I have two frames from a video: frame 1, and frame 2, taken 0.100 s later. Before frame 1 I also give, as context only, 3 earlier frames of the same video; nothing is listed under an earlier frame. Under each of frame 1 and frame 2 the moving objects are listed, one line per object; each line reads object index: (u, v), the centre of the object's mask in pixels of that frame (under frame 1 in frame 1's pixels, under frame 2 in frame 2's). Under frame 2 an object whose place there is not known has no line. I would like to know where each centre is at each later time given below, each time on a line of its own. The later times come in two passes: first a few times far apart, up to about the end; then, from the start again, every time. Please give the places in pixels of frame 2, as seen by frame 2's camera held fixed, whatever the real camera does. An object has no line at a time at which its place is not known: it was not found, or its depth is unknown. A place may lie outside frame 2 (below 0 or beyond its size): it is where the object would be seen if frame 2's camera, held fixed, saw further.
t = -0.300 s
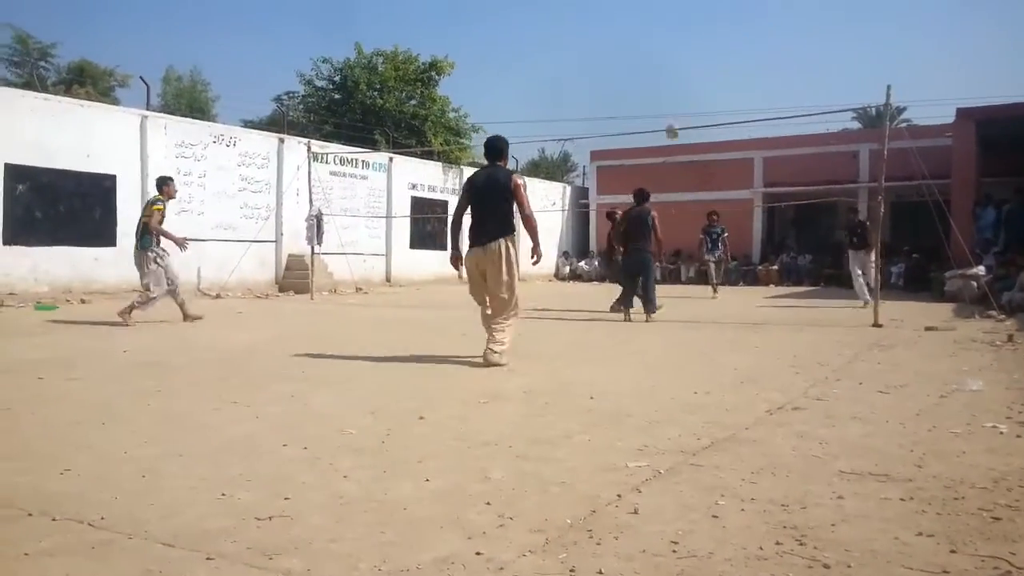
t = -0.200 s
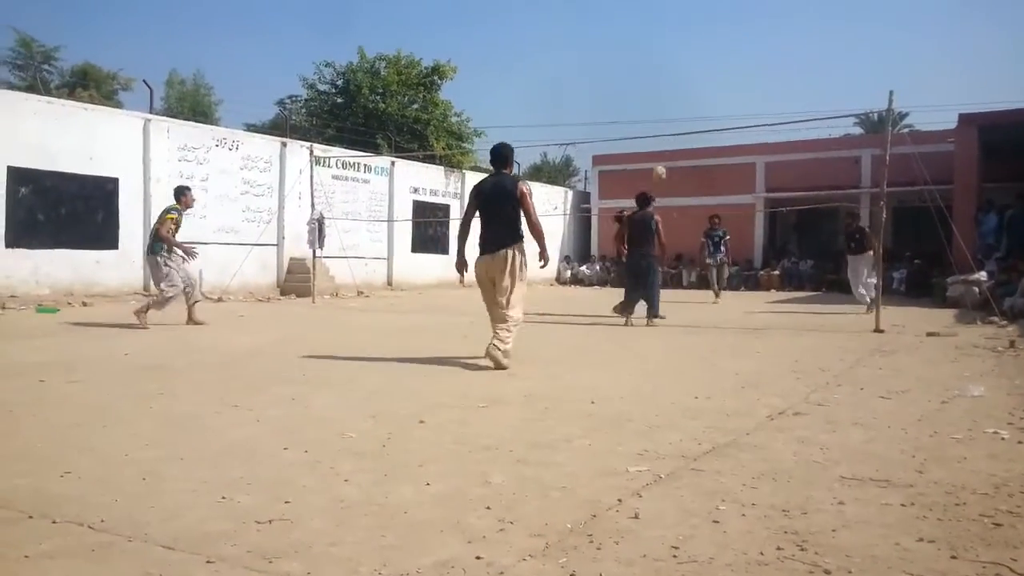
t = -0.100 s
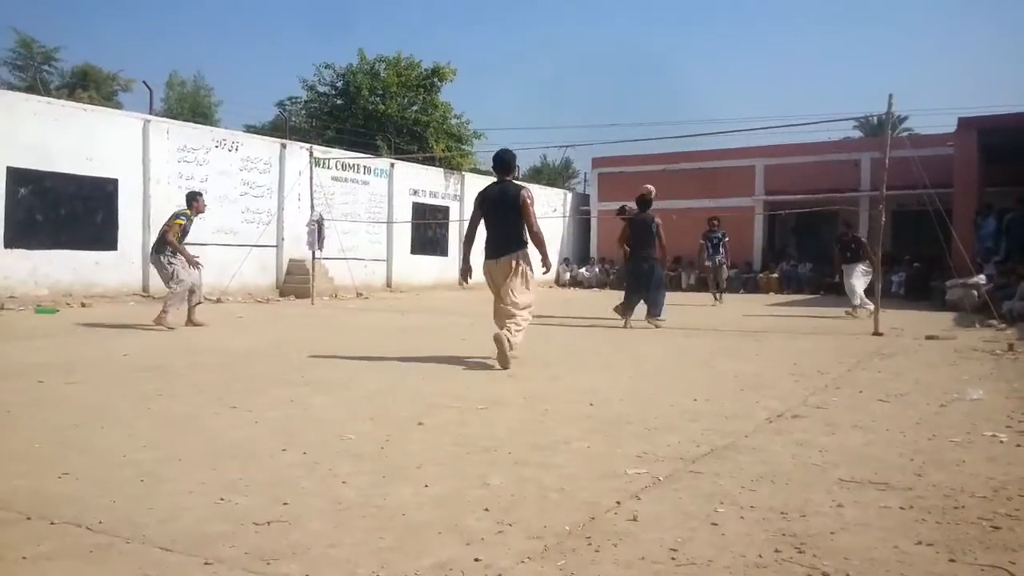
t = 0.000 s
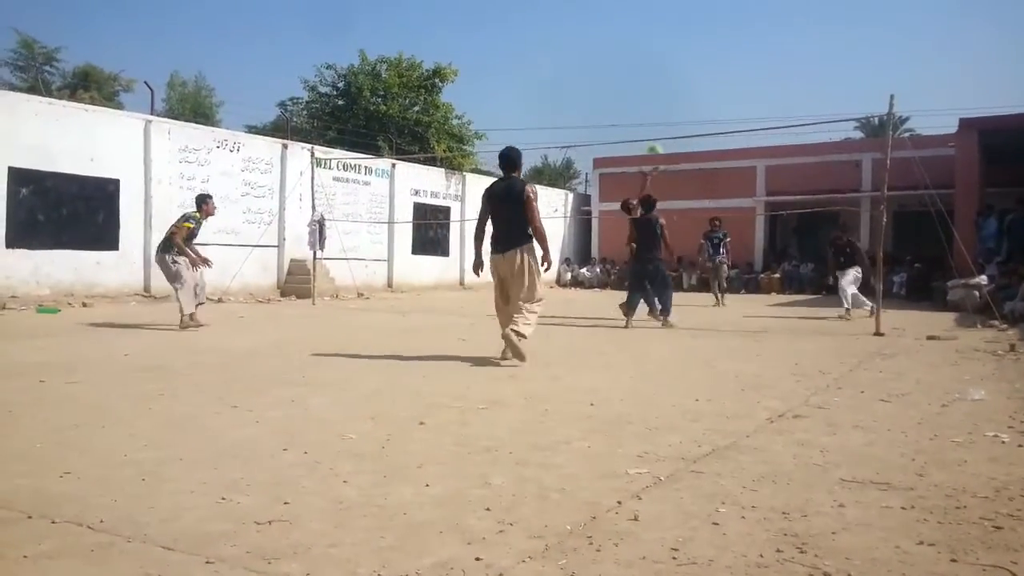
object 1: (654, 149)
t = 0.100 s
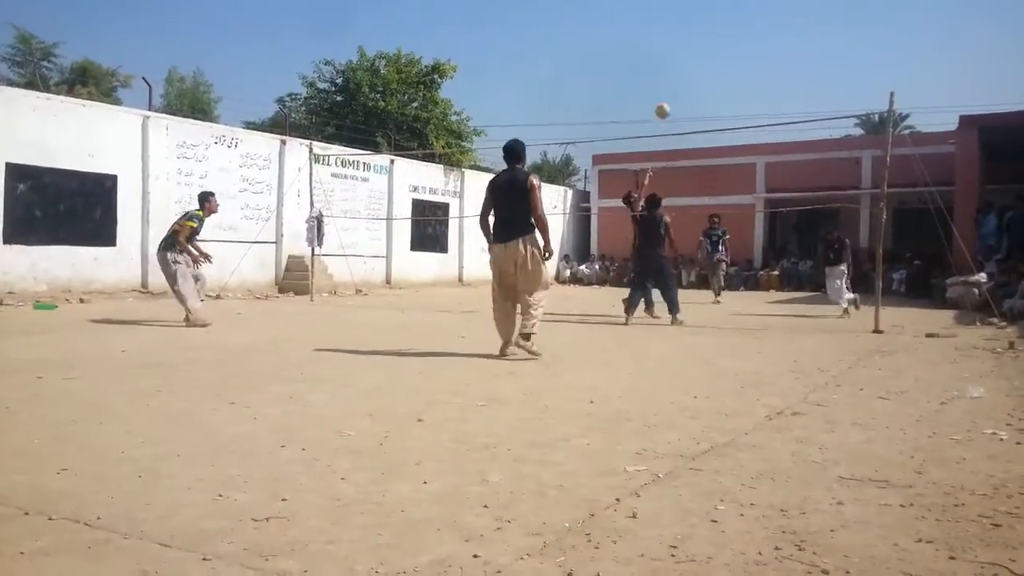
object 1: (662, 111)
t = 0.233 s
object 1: (673, 71)
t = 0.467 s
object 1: (690, 31)
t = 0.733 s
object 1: (706, 32)
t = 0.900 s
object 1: (715, 59)
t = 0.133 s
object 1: (666, 100)
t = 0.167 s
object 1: (669, 89)
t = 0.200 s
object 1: (671, 80)
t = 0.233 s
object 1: (673, 71)
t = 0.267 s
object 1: (676, 63)
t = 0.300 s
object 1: (678, 56)
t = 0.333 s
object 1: (680, 50)
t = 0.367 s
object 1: (683, 43)
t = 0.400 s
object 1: (685, 38)
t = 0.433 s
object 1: (687, 35)
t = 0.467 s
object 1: (690, 31)
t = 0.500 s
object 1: (692, 28)
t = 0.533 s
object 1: (694, 26)
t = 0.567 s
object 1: (695, 25)
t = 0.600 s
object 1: (697, 25)
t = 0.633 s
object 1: (699, 25)
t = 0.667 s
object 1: (701, 26)
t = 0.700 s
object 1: (703, 28)
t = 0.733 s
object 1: (706, 32)
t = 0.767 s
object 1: (707, 36)
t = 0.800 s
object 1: (710, 41)
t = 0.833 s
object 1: (711, 46)
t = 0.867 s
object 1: (713, 52)
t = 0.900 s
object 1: (715, 59)
